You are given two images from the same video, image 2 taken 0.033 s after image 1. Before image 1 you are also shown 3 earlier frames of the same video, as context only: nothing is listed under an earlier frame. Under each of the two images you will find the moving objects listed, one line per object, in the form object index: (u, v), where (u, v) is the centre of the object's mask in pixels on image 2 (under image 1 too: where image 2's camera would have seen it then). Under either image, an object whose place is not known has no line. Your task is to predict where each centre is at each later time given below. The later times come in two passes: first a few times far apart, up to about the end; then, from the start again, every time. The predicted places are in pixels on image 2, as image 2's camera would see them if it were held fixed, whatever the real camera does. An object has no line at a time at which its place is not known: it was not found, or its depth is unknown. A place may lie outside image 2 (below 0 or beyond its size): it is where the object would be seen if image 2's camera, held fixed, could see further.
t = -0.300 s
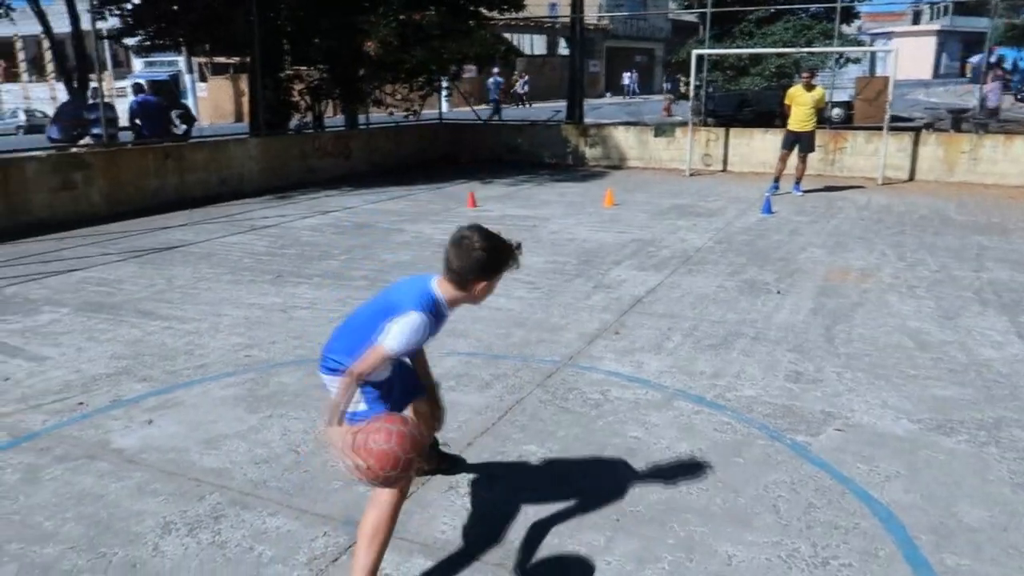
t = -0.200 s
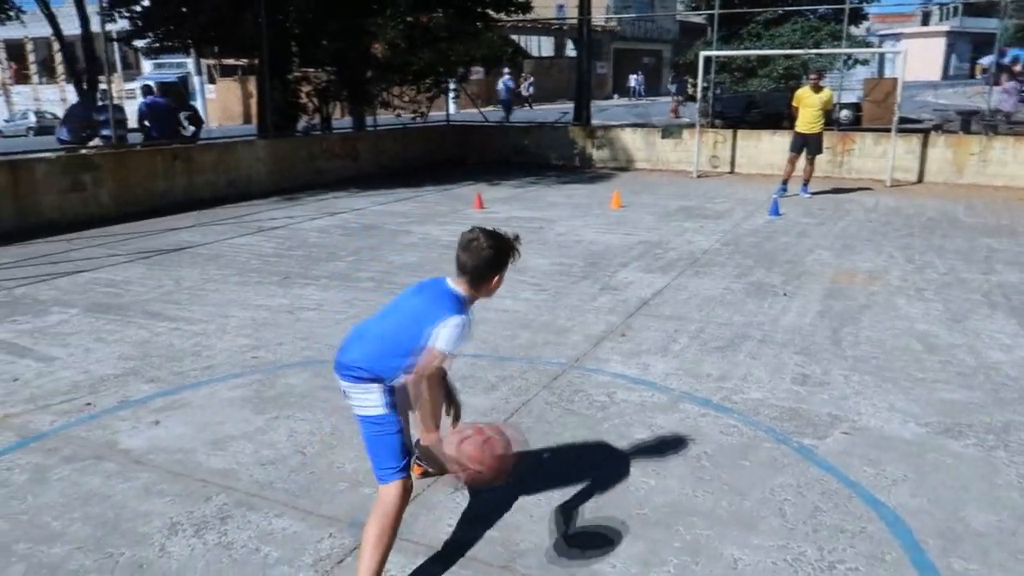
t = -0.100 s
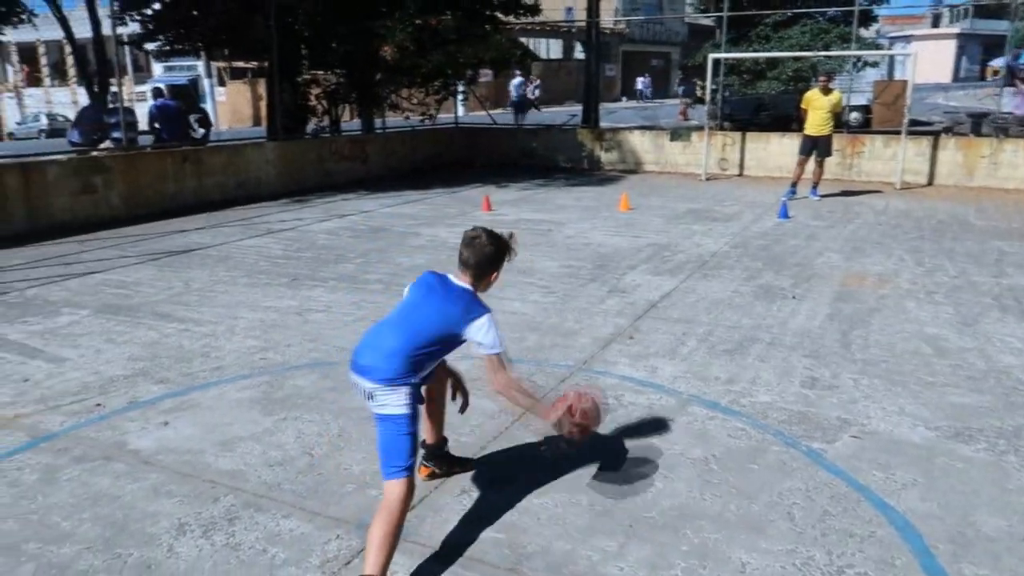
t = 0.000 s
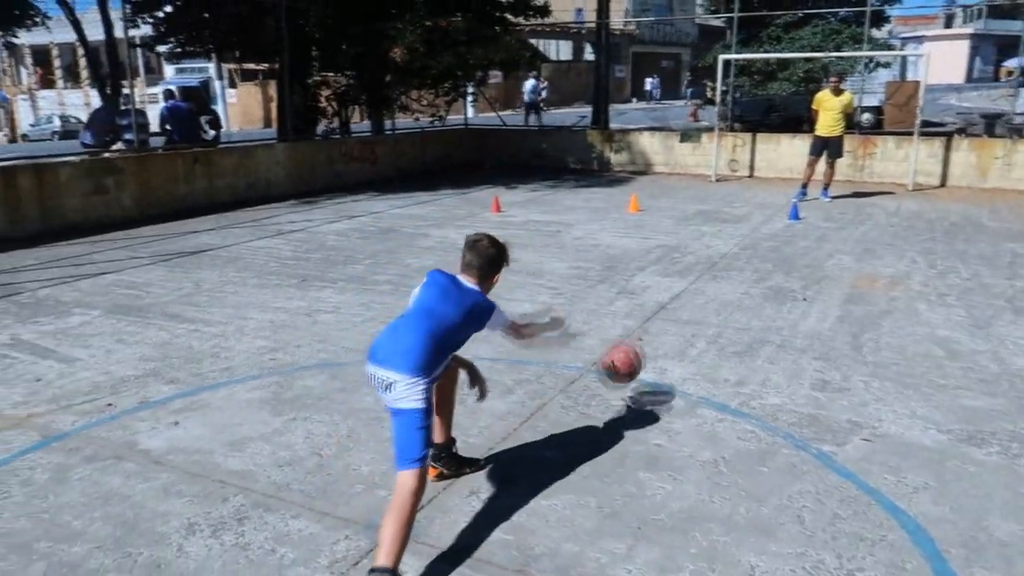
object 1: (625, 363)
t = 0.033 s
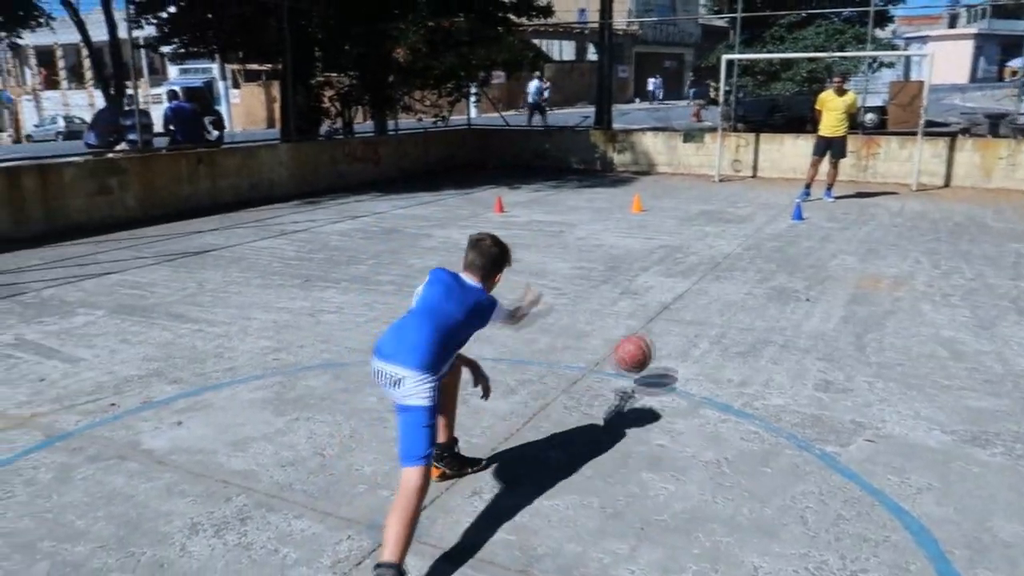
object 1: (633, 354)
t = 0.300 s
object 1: (669, 280)
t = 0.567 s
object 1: (686, 247)
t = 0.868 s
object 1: (697, 219)
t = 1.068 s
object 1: (702, 208)
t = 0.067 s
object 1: (640, 347)
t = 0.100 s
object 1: (646, 338)
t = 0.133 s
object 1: (651, 323)
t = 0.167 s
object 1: (655, 309)
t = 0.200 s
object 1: (659, 298)
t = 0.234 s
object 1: (663, 290)
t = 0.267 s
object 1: (666, 285)
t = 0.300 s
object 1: (669, 280)
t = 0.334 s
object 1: (672, 277)
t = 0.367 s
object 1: (674, 275)
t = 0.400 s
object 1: (676, 267)
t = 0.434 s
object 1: (679, 259)
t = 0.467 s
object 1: (681, 254)
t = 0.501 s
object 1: (682, 251)
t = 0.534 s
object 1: (684, 248)
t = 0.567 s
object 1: (686, 247)
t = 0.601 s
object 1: (687, 245)
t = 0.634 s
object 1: (688, 239)
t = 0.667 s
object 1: (690, 235)
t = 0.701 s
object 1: (691, 232)
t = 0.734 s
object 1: (692, 230)
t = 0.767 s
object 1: (693, 228)
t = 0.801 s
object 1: (694, 225)
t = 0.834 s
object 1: (695, 222)
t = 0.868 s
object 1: (697, 219)
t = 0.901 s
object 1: (698, 217)
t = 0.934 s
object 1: (698, 216)
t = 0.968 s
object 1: (699, 214)
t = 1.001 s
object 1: (700, 212)
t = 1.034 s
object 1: (701, 210)
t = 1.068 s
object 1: (702, 208)
